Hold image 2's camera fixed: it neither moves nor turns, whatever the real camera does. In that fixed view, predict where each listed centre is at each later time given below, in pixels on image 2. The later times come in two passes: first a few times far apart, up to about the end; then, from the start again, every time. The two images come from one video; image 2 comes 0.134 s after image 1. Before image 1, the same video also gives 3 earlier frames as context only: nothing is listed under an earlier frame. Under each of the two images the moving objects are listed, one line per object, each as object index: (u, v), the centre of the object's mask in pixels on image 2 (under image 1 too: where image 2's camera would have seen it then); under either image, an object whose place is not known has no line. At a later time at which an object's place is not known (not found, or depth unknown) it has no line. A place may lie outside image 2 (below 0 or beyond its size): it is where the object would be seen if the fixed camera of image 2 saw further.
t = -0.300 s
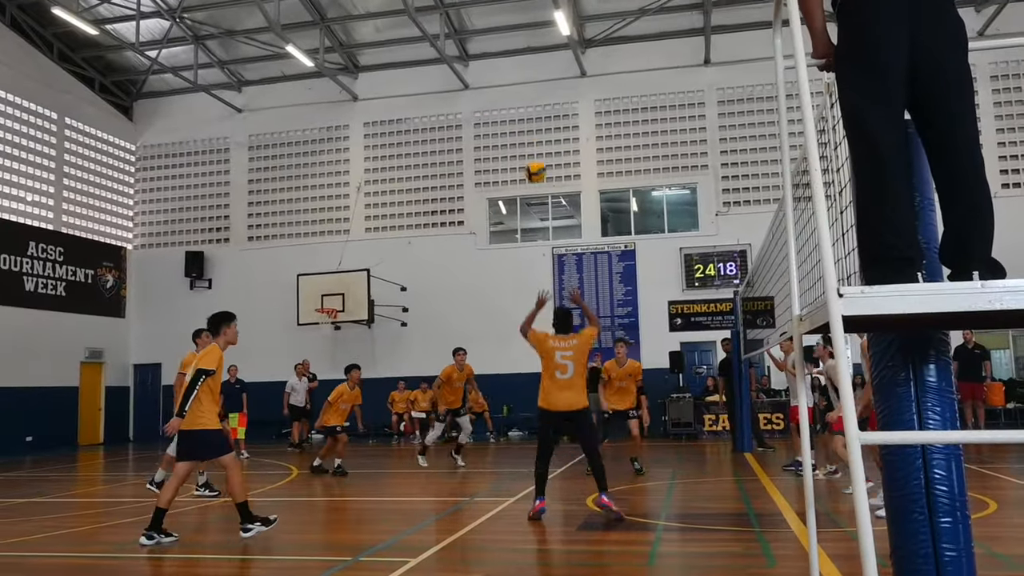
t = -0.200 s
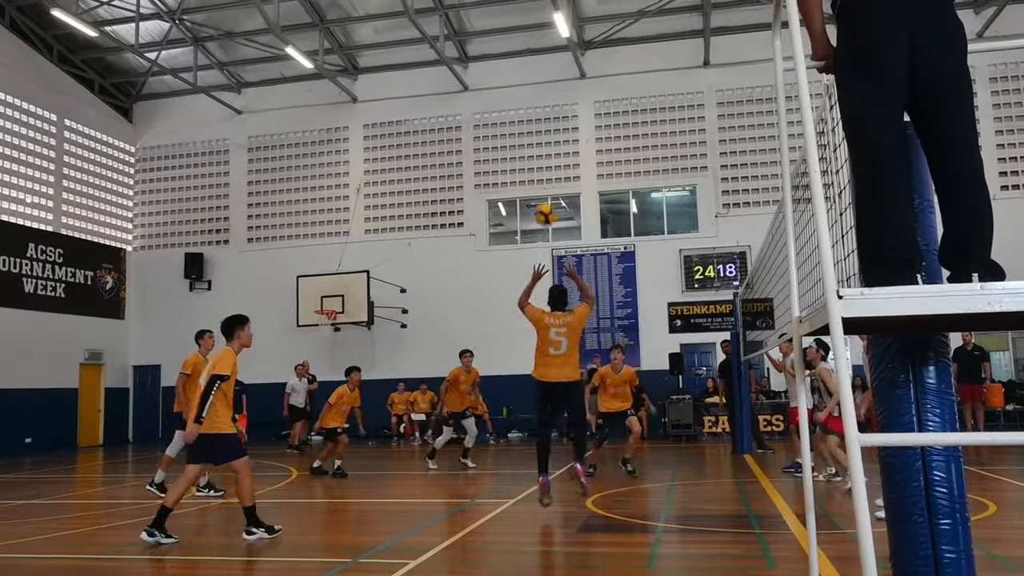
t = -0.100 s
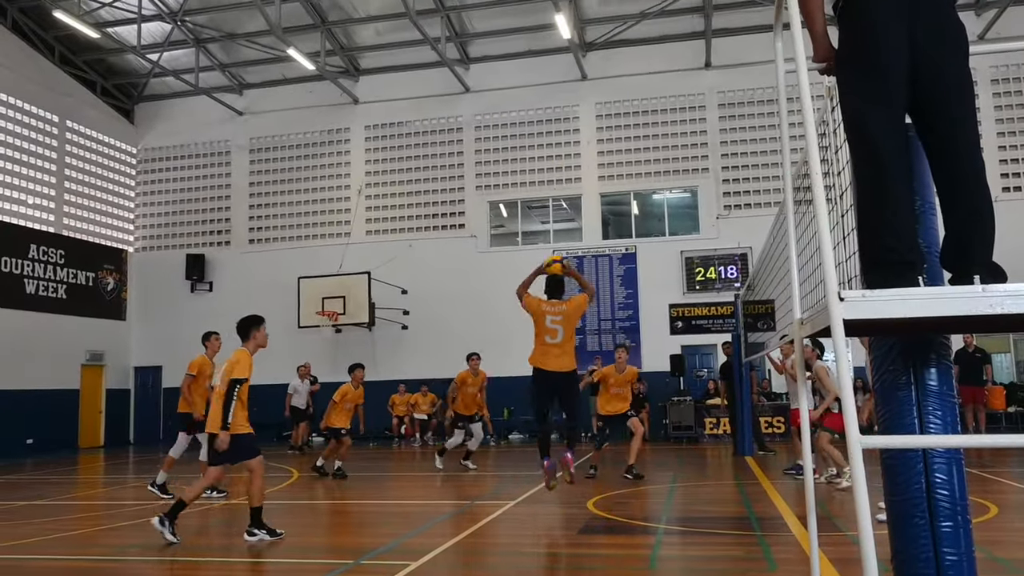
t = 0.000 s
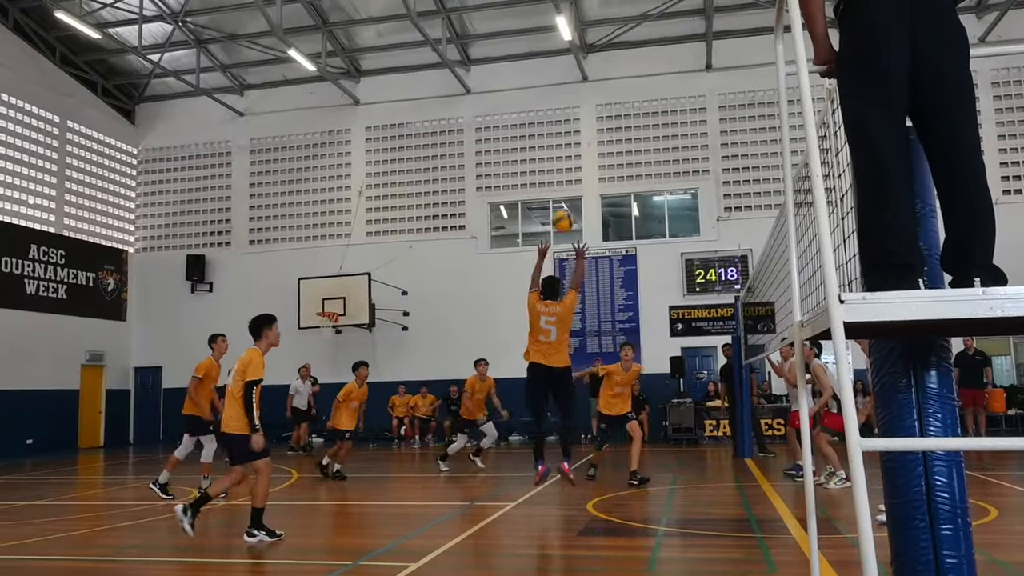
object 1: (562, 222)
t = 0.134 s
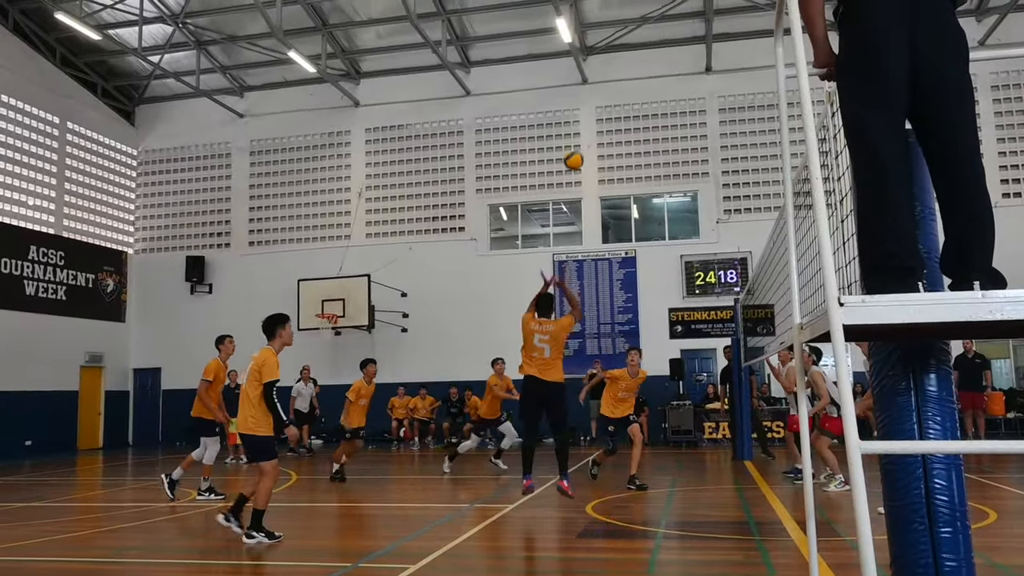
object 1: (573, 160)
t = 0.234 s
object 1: (583, 128)
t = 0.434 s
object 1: (599, 98)
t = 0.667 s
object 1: (616, 108)
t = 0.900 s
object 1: (631, 154)
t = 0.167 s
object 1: (577, 148)
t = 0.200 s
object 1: (579, 137)
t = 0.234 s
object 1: (583, 128)
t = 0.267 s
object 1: (585, 121)
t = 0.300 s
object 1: (588, 114)
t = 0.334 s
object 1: (591, 109)
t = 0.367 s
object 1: (593, 104)
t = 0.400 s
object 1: (596, 101)
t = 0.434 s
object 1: (599, 98)
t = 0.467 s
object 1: (601, 97)
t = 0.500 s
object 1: (604, 97)
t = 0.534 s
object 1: (606, 97)
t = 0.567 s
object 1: (608, 99)
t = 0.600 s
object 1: (611, 101)
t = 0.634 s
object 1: (613, 104)
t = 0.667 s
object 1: (616, 108)
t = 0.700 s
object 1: (618, 112)
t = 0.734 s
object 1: (620, 117)
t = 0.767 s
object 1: (623, 123)
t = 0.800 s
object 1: (624, 130)
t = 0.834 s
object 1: (627, 137)
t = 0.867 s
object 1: (629, 145)
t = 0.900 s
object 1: (631, 154)
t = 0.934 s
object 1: (634, 163)
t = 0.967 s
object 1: (636, 173)
